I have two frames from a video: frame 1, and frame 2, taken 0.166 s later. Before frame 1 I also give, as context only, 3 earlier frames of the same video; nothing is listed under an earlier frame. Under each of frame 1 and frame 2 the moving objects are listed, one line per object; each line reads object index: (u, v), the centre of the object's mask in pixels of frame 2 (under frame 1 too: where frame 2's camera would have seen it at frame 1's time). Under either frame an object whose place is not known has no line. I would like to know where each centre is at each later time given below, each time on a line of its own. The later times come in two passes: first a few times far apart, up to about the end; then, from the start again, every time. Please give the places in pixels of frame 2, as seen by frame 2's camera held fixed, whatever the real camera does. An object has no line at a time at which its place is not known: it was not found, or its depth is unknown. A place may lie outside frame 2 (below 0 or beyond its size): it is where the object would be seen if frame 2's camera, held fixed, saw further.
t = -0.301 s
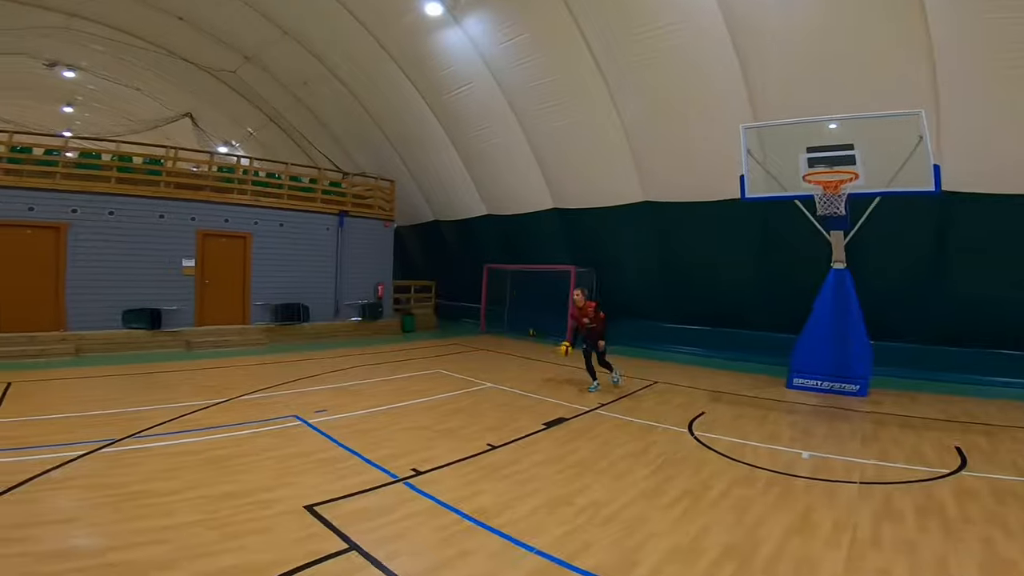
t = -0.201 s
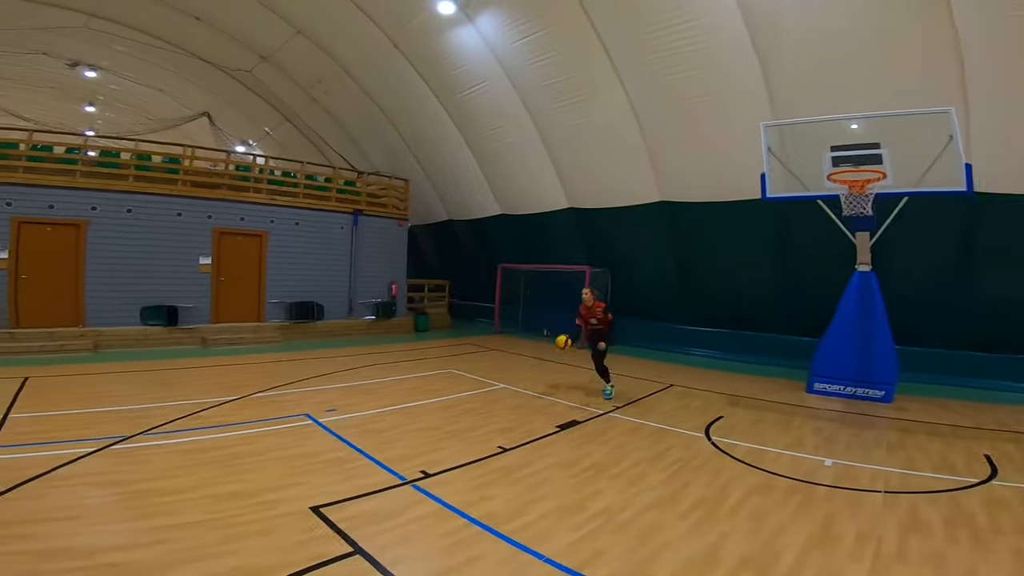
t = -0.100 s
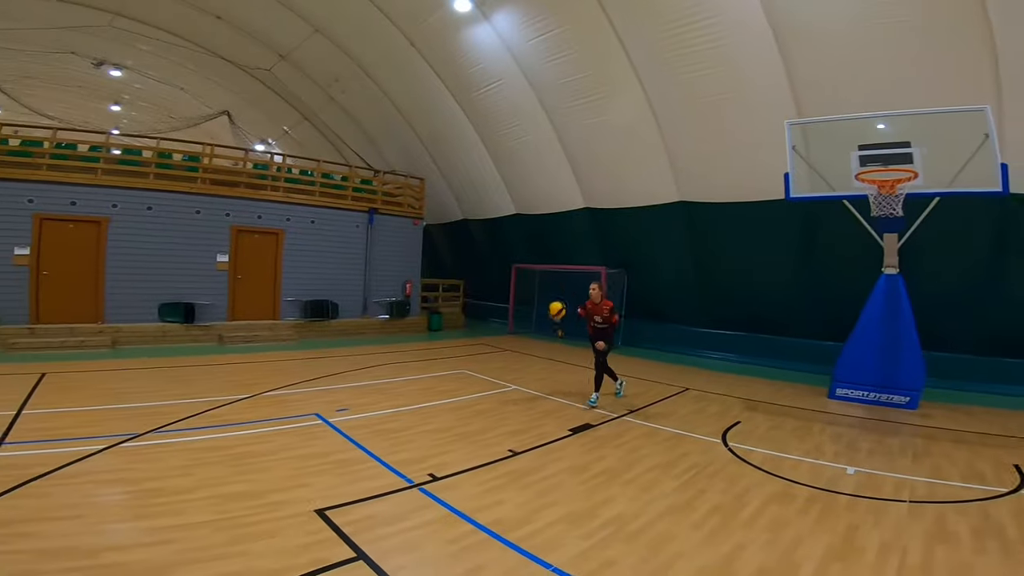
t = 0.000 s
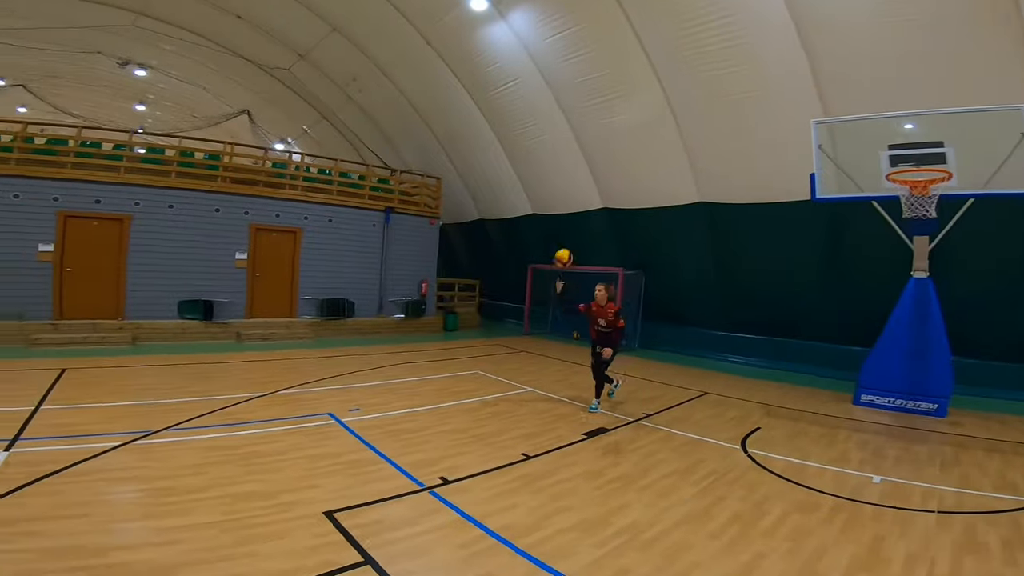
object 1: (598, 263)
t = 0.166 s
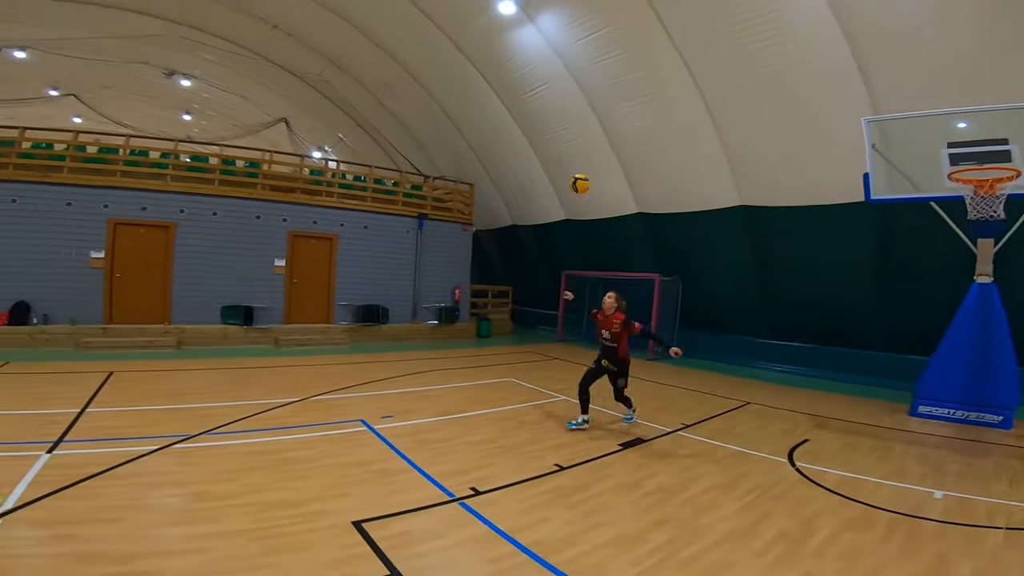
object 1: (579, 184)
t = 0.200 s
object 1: (575, 170)
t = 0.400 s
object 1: (544, 105)
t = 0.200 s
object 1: (575, 170)
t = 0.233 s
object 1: (570, 158)
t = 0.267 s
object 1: (565, 146)
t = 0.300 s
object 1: (560, 134)
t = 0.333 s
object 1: (555, 124)
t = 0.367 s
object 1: (550, 114)
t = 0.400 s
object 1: (544, 105)
